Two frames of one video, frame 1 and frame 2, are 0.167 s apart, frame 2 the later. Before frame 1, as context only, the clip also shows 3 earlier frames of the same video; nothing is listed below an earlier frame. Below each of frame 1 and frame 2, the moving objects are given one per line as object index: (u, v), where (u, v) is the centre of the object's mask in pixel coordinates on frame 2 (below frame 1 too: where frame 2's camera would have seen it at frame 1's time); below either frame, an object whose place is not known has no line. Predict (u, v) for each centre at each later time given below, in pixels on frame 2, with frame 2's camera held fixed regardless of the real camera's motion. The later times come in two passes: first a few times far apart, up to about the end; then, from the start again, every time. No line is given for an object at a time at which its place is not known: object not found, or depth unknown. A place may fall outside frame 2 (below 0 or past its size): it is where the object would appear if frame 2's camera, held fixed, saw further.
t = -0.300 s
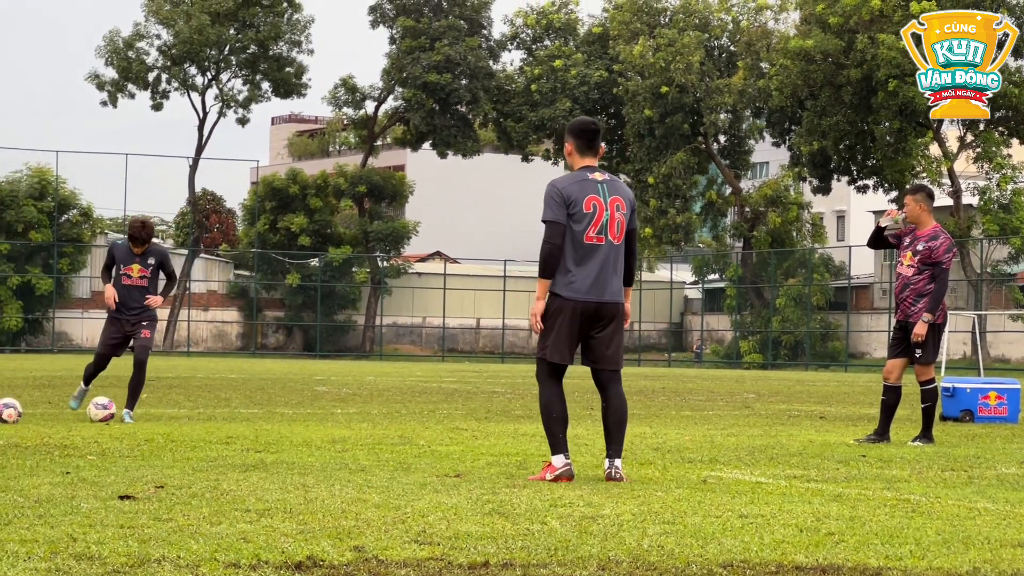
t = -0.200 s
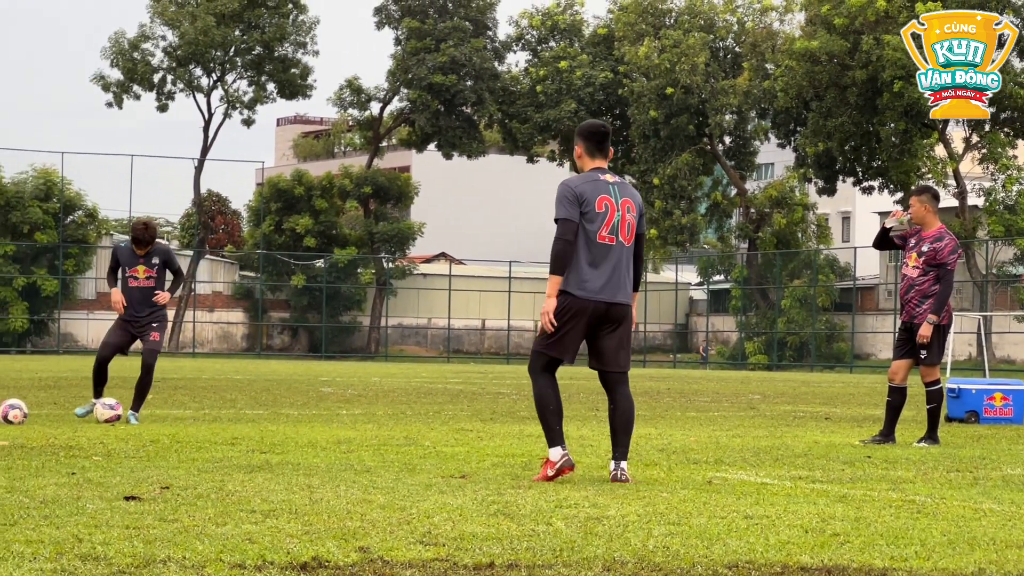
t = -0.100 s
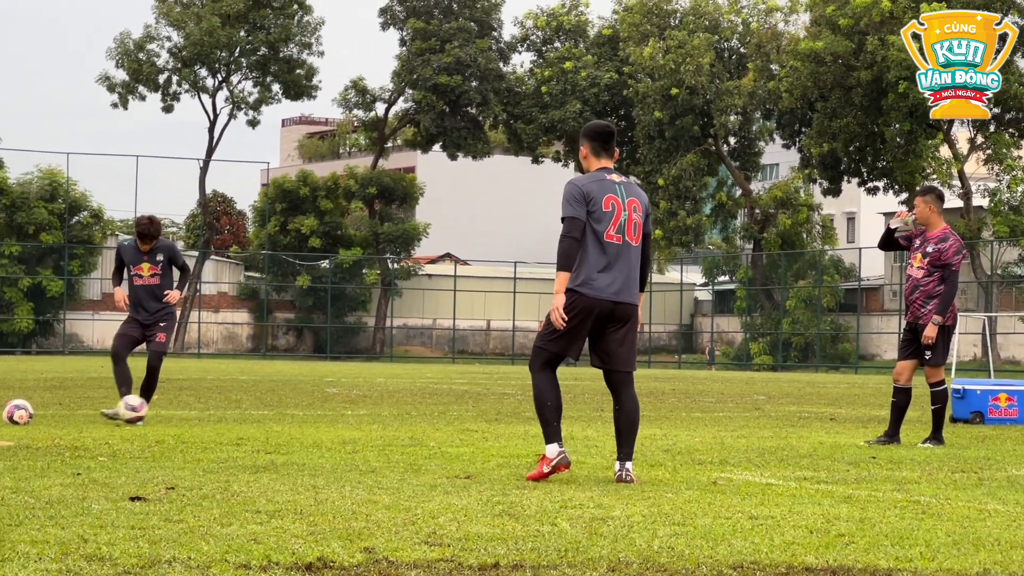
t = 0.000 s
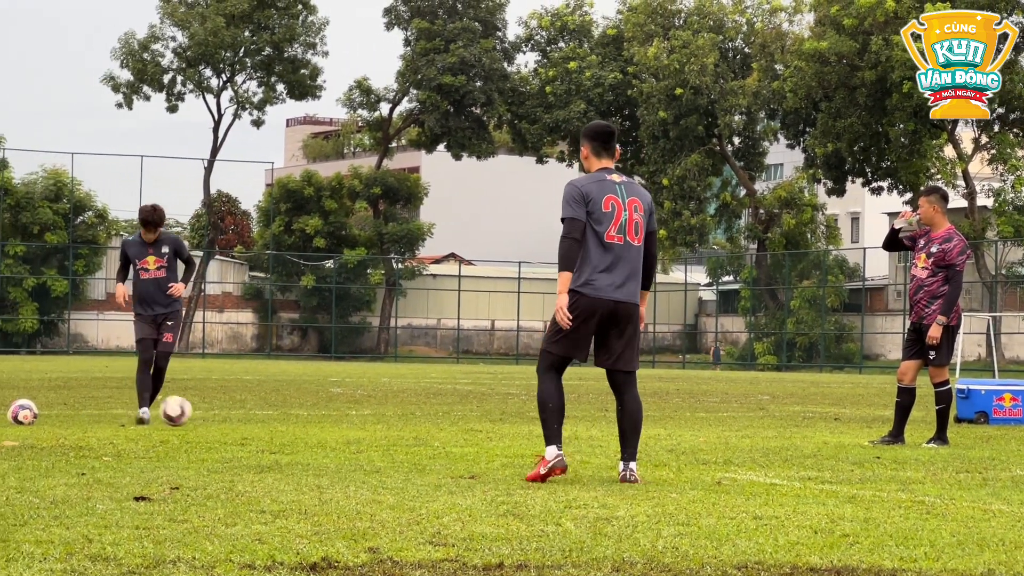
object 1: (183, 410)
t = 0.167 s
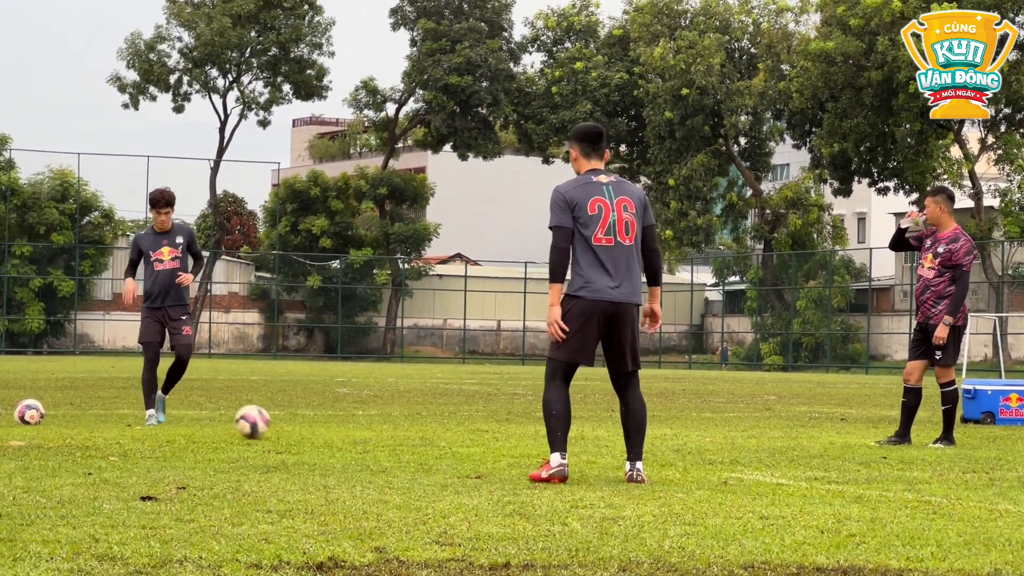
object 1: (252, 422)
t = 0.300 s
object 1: (310, 427)
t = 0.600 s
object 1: (448, 443)
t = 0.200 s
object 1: (266, 424)
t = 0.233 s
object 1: (281, 427)
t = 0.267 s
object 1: (296, 428)
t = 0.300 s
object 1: (310, 427)
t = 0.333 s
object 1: (325, 426)
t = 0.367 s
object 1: (340, 428)
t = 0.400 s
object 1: (356, 431)
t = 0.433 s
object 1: (371, 436)
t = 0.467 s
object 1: (387, 438)
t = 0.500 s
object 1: (401, 437)
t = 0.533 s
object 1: (417, 437)
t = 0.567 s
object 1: (432, 439)
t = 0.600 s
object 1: (448, 443)
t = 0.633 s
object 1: (465, 449)
